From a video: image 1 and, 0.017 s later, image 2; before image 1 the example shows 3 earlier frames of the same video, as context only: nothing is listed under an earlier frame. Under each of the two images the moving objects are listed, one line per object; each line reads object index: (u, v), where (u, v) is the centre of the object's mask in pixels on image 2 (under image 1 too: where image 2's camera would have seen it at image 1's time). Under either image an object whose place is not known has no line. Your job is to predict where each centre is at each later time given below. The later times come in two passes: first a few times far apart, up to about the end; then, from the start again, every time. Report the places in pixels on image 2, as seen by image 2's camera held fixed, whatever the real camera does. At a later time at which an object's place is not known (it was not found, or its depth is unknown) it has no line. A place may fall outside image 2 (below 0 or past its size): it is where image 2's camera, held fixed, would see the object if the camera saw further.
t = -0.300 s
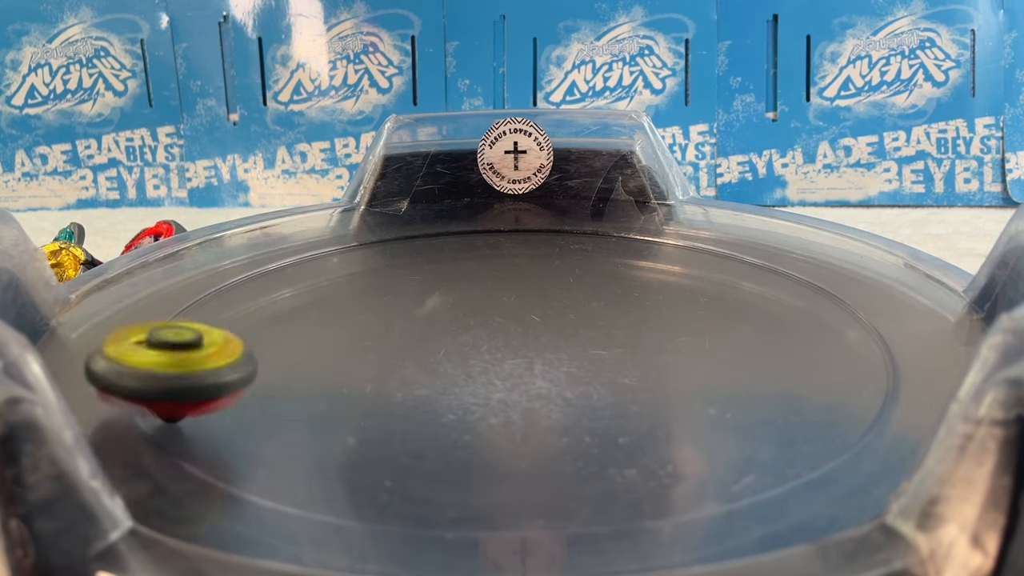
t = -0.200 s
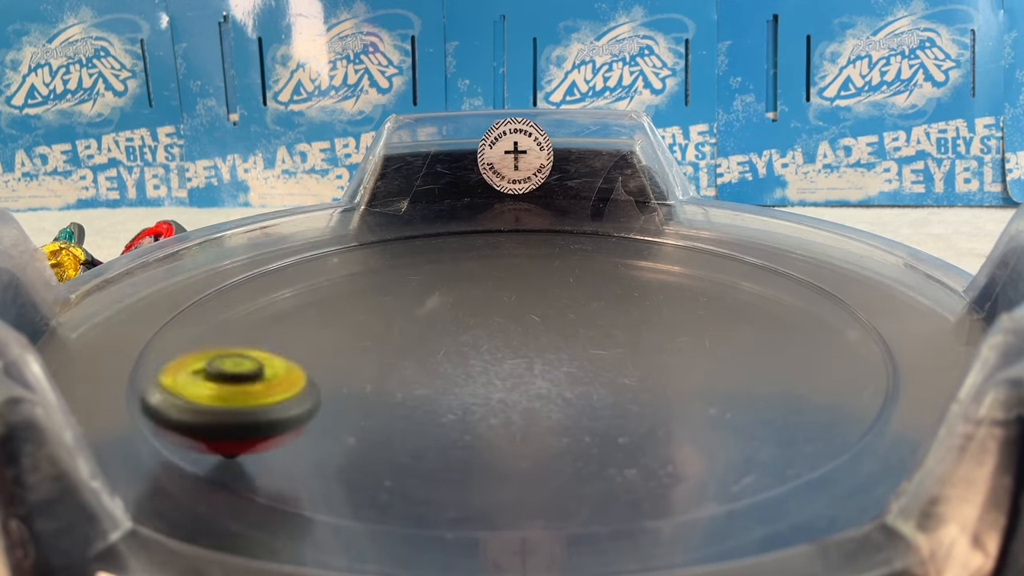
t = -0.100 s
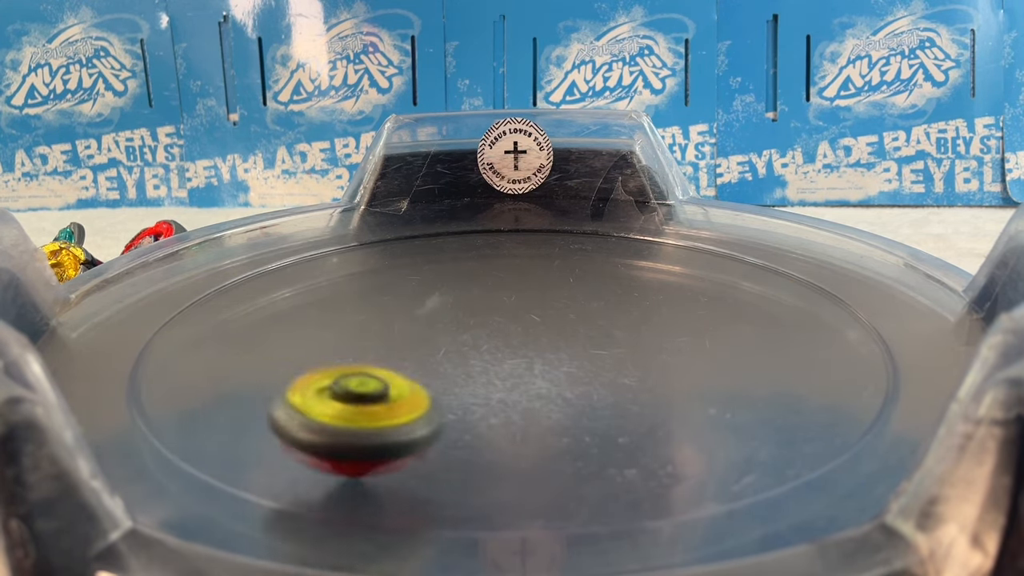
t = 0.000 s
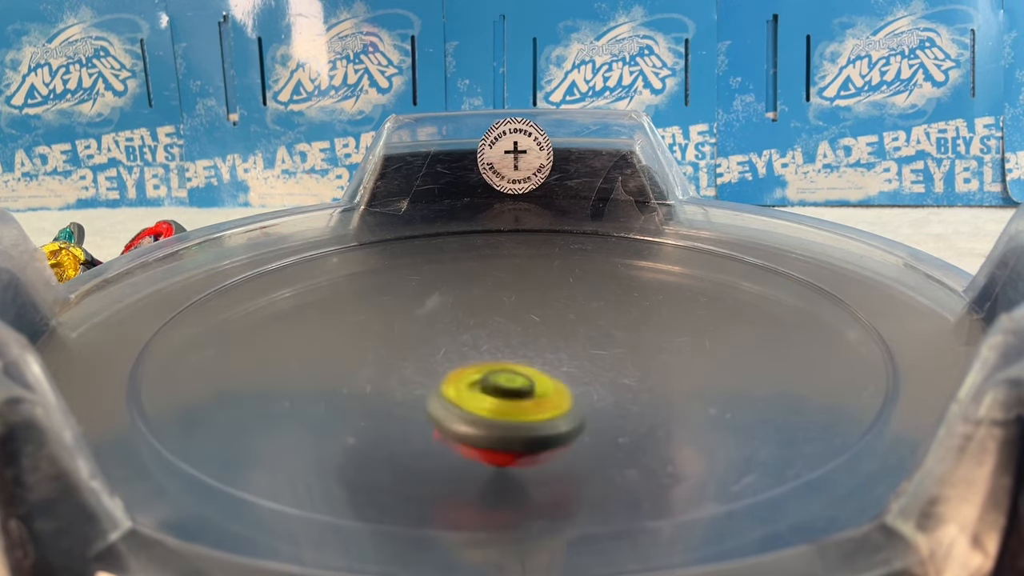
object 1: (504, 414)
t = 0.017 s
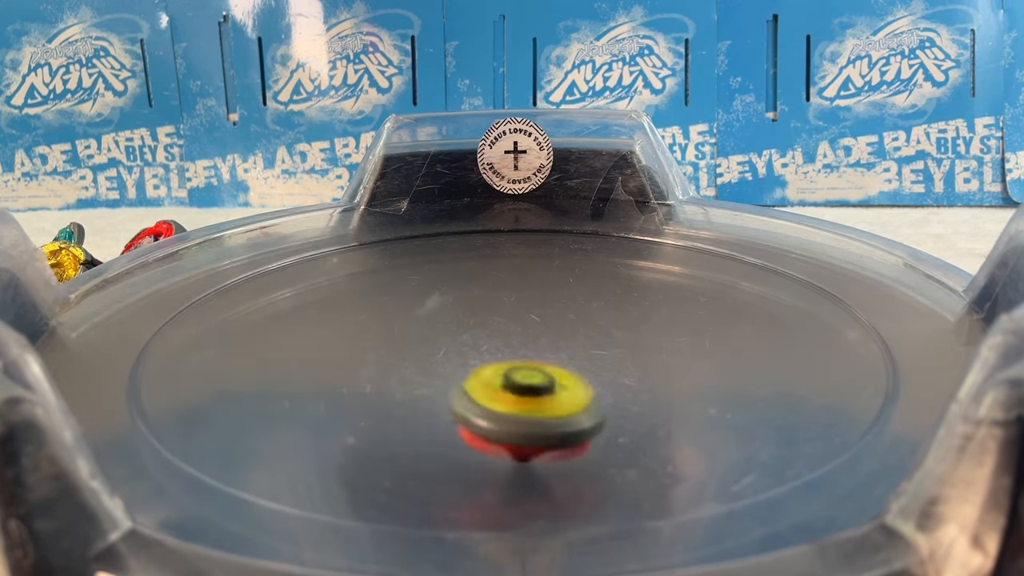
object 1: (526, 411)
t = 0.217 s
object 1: (611, 320)
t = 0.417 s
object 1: (480, 249)
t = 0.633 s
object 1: (315, 255)
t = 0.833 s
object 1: (287, 329)
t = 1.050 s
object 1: (523, 387)
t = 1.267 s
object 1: (699, 302)
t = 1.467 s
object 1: (615, 237)
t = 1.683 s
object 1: (460, 254)
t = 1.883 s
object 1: (406, 338)
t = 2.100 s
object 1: (601, 399)
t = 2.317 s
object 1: (793, 331)
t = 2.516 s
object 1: (717, 281)
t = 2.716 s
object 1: (550, 298)
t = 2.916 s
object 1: (424, 359)
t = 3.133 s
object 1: (496, 425)
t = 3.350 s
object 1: (695, 402)
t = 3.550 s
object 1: (662, 348)
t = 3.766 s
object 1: (490, 329)
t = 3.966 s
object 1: (350, 352)
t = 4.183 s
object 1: (370, 401)
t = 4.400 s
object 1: (518, 390)
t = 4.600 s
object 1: (519, 335)
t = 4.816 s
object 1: (414, 311)
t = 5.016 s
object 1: (363, 329)
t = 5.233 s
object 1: (432, 361)
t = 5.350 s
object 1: (503, 359)
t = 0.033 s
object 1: (544, 405)
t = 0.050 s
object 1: (562, 399)
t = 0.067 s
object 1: (577, 392)
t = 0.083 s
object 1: (588, 384)
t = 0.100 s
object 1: (599, 377)
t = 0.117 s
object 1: (607, 370)
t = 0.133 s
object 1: (613, 362)
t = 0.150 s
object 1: (615, 353)
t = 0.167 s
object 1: (618, 345)
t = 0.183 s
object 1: (616, 336)
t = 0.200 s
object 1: (614, 327)
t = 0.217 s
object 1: (611, 320)
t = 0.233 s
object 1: (605, 312)
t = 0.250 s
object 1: (597, 304)
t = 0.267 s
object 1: (590, 296)
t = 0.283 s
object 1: (580, 289)
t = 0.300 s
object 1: (570, 283)
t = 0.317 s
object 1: (559, 276)
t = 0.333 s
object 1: (547, 271)
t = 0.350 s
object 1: (534, 265)
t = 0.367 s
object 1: (521, 261)
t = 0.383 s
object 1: (508, 256)
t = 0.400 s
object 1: (494, 253)
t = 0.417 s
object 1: (480, 249)
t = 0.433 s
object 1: (466, 247)
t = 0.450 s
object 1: (452, 245)
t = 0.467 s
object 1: (437, 243)
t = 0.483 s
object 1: (423, 242)
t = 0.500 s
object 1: (408, 241)
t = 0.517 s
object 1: (394, 241)
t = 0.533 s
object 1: (381, 242)
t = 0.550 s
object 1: (369, 243)
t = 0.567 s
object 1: (356, 244)
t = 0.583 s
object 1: (346, 246)
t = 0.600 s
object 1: (335, 249)
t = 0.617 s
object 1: (325, 251)
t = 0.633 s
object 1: (315, 255)
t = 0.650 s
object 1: (306, 259)
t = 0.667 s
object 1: (300, 262)
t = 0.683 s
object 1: (292, 267)
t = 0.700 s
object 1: (287, 273)
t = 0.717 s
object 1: (281, 278)
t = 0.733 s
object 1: (277, 284)
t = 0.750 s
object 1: (275, 290)
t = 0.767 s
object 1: (274, 298)
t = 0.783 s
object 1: (274, 305)
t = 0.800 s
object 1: (276, 313)
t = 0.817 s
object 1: (280, 321)
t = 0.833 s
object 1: (287, 329)
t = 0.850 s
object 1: (295, 337)
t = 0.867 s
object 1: (305, 344)
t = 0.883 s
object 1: (318, 353)
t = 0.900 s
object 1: (331, 360)
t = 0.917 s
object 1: (347, 366)
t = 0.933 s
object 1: (366, 373)
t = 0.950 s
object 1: (385, 378)
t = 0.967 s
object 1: (406, 382)
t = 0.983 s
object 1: (429, 384)
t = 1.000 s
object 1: (453, 387)
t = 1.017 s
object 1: (476, 388)
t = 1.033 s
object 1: (500, 388)
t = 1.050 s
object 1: (523, 387)
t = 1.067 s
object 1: (547, 384)
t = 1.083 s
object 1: (569, 381)
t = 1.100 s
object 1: (590, 376)
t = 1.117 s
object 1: (611, 371)
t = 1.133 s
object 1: (629, 365)
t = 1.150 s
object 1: (645, 358)
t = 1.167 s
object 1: (658, 351)
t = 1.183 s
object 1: (670, 343)
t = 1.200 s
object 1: (680, 335)
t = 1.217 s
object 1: (688, 327)
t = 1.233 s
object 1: (694, 318)
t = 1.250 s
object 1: (697, 311)
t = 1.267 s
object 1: (699, 302)
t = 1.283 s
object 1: (699, 294)
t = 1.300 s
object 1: (698, 286)
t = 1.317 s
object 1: (694, 279)
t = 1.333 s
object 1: (690, 272)
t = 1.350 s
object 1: (683, 266)
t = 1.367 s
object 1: (675, 260)
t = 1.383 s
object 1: (667, 255)
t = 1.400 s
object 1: (658, 250)
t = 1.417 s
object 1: (648, 246)
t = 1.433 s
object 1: (637, 242)
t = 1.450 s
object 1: (625, 239)
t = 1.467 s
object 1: (615, 237)
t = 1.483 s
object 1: (604, 235)
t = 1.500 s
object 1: (592, 234)
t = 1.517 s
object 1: (580, 233)
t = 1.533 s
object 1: (567, 232)
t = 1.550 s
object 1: (555, 232)
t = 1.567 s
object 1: (543, 233)
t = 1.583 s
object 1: (530, 234)
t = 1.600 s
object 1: (518, 236)
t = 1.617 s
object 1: (506, 238)
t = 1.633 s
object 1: (494, 241)
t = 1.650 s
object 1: (482, 245)
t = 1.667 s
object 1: (471, 249)
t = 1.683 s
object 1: (460, 254)
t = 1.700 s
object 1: (450, 259)
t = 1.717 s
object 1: (441, 265)
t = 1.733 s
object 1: (432, 270)
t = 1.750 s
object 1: (425, 277)
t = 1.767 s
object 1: (418, 283)
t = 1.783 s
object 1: (413, 291)
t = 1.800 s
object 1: (408, 298)
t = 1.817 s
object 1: (405, 306)
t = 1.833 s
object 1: (404, 314)
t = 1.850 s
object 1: (403, 322)
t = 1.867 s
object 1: (404, 330)
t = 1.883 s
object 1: (406, 338)
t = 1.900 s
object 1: (411, 345)
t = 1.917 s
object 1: (417, 354)
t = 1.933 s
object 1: (425, 361)
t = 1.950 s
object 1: (434, 369)
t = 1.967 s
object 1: (447, 376)
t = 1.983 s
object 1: (462, 381)
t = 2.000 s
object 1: (478, 387)
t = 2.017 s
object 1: (496, 391)
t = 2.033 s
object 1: (515, 395)
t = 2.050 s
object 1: (536, 397)
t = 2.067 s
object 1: (558, 399)
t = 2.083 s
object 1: (579, 400)
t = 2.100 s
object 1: (601, 399)
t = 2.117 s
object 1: (623, 398)
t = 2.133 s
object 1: (645, 396)
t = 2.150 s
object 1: (667, 392)
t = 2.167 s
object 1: (687, 388)
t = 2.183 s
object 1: (706, 383)
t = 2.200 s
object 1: (725, 378)
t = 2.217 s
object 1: (741, 372)
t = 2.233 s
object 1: (755, 366)
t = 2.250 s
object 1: (767, 359)
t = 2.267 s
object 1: (776, 352)
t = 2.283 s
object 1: (784, 345)
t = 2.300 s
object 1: (790, 338)
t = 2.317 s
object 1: (793, 331)
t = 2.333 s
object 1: (794, 325)
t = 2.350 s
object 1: (794, 318)
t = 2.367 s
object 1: (792, 313)
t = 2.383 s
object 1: (788, 308)
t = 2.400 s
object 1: (784, 302)
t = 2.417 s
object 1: (777, 298)
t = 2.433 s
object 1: (770, 294)
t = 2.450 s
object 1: (761, 290)
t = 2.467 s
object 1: (752, 287)
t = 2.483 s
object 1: (741, 285)
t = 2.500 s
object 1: (729, 283)
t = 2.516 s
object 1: (717, 281)
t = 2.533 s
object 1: (704, 280)
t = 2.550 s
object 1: (690, 280)
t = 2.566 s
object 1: (676, 280)
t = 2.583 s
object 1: (662, 280)
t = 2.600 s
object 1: (647, 281)
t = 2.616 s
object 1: (633, 282)
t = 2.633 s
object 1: (619, 284)
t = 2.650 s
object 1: (605, 287)
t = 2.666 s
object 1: (591, 289)
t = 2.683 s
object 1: (577, 292)
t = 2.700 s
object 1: (563, 295)
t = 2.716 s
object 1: (550, 298)
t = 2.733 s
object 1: (536, 302)
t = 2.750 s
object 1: (523, 305)
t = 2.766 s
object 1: (510, 310)
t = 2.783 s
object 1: (498, 314)
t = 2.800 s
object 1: (486, 319)
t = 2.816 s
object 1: (475, 324)
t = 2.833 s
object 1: (464, 330)
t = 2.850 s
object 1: (454, 335)
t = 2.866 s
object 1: (445, 341)
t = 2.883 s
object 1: (437, 347)
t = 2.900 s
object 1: (430, 353)
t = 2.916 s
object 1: (424, 359)
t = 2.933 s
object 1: (420, 365)
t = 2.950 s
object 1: (418, 372)
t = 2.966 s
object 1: (417, 378)
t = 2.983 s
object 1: (418, 384)
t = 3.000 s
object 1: (419, 390)
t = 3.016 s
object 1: (424, 396)
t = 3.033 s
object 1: (429, 401)
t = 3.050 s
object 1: (437, 406)
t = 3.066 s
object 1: (446, 411)
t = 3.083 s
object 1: (456, 415)
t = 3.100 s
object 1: (468, 419)
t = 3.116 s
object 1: (481, 422)
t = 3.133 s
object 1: (496, 425)
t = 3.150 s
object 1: (511, 427)
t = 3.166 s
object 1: (528, 428)
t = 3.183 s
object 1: (545, 429)
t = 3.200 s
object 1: (563, 428)
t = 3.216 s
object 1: (581, 428)
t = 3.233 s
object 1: (600, 426)
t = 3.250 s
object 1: (617, 424)
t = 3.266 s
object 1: (633, 422)
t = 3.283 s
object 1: (649, 419)
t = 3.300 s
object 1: (662, 415)
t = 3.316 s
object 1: (675, 411)
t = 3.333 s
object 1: (686, 407)
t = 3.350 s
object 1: (695, 402)
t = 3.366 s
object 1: (703, 396)
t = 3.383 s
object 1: (708, 392)
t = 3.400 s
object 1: (712, 386)
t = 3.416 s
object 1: (713, 382)
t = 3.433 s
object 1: (712, 377)
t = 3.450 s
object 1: (709, 372)
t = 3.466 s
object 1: (704, 368)
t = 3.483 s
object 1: (698, 363)
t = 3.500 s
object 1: (691, 359)
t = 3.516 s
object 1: (682, 355)
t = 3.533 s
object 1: (672, 352)
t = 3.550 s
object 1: (662, 348)
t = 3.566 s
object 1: (650, 345)
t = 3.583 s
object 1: (638, 343)
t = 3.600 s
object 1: (626, 340)
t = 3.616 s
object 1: (614, 338)
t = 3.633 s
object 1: (600, 336)
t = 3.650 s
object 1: (587, 334)
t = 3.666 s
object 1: (573, 333)
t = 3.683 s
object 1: (559, 332)
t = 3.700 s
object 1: (545, 330)
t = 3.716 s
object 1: (531, 329)
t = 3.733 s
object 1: (517, 329)
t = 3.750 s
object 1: (503, 329)
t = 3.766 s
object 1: (490, 329)
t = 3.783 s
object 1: (476, 329)
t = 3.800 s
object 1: (462, 330)
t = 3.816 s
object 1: (448, 331)
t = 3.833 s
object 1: (435, 332)
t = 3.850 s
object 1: (423, 334)
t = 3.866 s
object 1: (410, 336)
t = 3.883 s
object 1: (398, 338)
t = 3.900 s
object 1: (387, 340)
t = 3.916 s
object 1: (377, 342)
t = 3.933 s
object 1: (367, 345)
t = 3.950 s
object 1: (358, 348)
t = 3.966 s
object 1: (350, 352)
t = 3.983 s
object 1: (343, 355)
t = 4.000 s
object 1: (338, 359)
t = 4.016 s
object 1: (333, 363)
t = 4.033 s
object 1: (329, 367)
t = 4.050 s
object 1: (327, 372)
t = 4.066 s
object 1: (327, 375)
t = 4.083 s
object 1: (328, 380)
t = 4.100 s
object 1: (331, 384)
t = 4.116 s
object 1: (336, 388)
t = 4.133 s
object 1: (342, 392)
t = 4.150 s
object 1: (350, 395)
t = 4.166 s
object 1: (359, 398)
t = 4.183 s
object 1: (370, 401)
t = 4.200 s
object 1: (381, 403)
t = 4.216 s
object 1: (394, 405)
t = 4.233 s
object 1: (406, 407)
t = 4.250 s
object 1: (419, 407)
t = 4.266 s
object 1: (433, 408)
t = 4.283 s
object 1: (446, 407)
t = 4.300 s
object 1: (459, 406)
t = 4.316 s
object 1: (471, 404)
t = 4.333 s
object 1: (483, 402)
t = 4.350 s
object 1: (492, 400)
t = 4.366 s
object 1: (502, 396)
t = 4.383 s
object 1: (510, 393)
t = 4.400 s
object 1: (518, 390)
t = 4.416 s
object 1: (525, 386)
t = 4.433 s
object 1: (530, 381)
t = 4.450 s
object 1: (534, 377)
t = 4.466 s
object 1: (537, 372)
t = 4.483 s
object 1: (539, 367)
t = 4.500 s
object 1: (539, 362)
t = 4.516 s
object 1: (539, 357)
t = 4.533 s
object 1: (537, 353)
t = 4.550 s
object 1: (534, 348)
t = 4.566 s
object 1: (530, 344)
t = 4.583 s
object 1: (525, 339)
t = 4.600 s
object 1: (519, 335)
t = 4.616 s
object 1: (513, 331)
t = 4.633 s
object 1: (506, 328)
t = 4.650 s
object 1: (499, 325)
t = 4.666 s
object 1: (491, 322)
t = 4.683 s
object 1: (482, 319)
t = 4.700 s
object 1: (474, 317)
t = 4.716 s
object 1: (465, 315)
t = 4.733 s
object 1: (457, 314)
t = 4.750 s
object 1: (447, 312)
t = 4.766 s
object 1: (439, 311)
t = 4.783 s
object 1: (430, 310)
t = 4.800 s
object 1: (422, 311)
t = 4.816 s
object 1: (414, 311)
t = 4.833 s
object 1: (406, 311)
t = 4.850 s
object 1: (400, 312)
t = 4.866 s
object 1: (394, 313)
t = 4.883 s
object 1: (388, 314)
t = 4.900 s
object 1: (383, 315)
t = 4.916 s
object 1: (378, 316)
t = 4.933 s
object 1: (373, 318)
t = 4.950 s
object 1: (369, 320)
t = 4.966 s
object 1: (366, 322)
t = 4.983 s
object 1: (364, 324)
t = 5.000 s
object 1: (363, 326)
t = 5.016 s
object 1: (363, 329)
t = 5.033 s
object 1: (363, 332)
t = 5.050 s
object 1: (364, 335)
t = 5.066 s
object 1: (366, 338)
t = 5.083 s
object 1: (368, 341)
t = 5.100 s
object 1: (373, 344)
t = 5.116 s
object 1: (377, 347)
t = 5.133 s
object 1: (383, 350)
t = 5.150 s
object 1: (389, 353)
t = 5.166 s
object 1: (396, 355)
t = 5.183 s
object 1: (404, 357)
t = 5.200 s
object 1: (413, 359)
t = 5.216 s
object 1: (422, 360)
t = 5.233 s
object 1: (432, 361)
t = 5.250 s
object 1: (442, 362)
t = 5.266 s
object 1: (452, 362)
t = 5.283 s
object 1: (463, 363)
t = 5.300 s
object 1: (473, 362)
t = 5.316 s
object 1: (483, 362)
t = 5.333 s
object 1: (493, 360)
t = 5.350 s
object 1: (503, 359)
